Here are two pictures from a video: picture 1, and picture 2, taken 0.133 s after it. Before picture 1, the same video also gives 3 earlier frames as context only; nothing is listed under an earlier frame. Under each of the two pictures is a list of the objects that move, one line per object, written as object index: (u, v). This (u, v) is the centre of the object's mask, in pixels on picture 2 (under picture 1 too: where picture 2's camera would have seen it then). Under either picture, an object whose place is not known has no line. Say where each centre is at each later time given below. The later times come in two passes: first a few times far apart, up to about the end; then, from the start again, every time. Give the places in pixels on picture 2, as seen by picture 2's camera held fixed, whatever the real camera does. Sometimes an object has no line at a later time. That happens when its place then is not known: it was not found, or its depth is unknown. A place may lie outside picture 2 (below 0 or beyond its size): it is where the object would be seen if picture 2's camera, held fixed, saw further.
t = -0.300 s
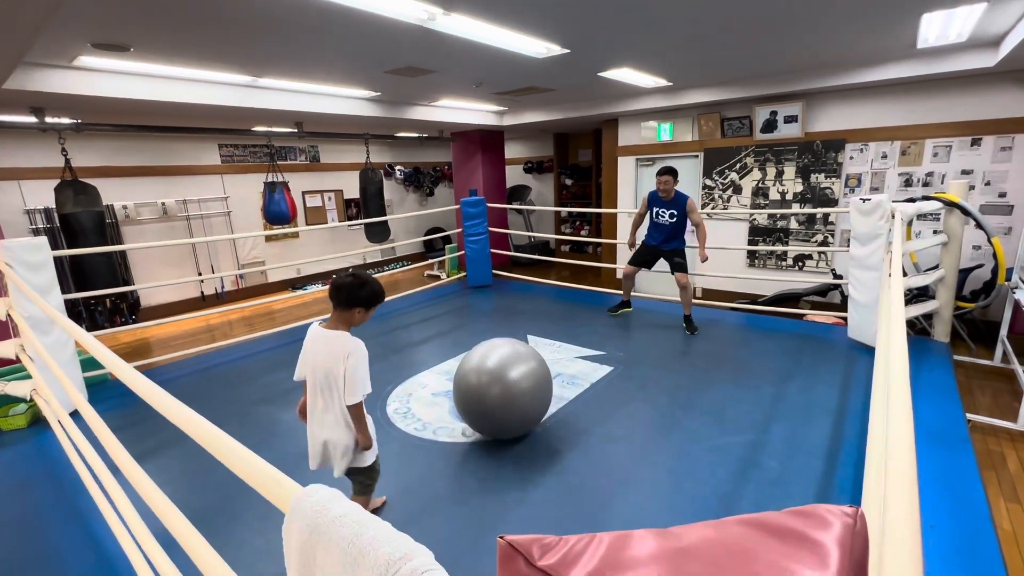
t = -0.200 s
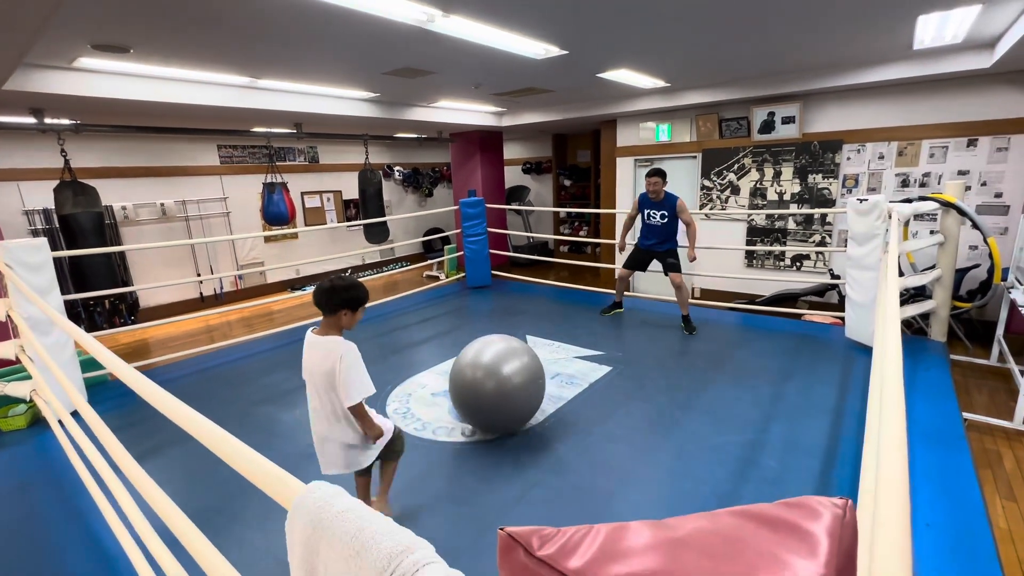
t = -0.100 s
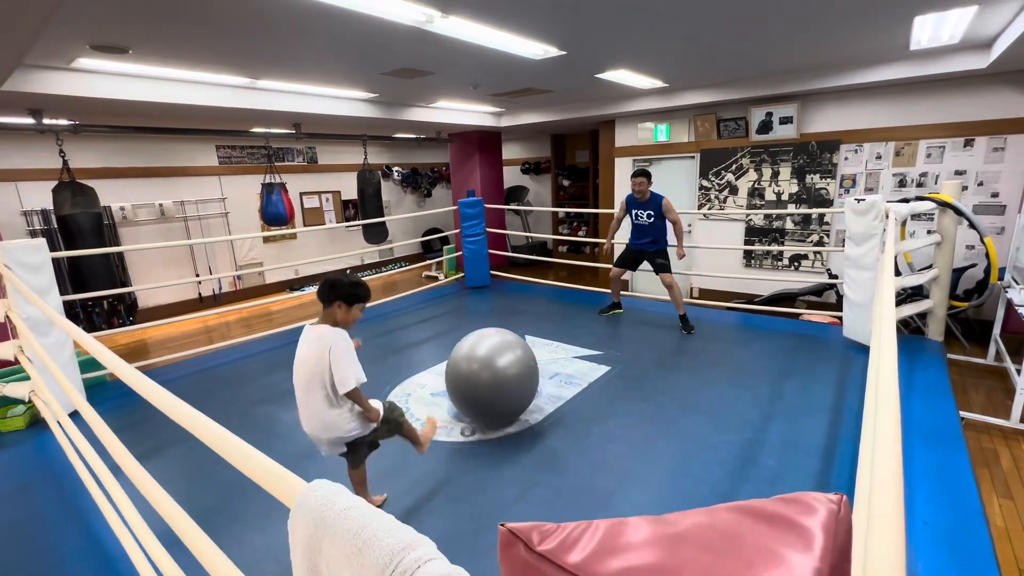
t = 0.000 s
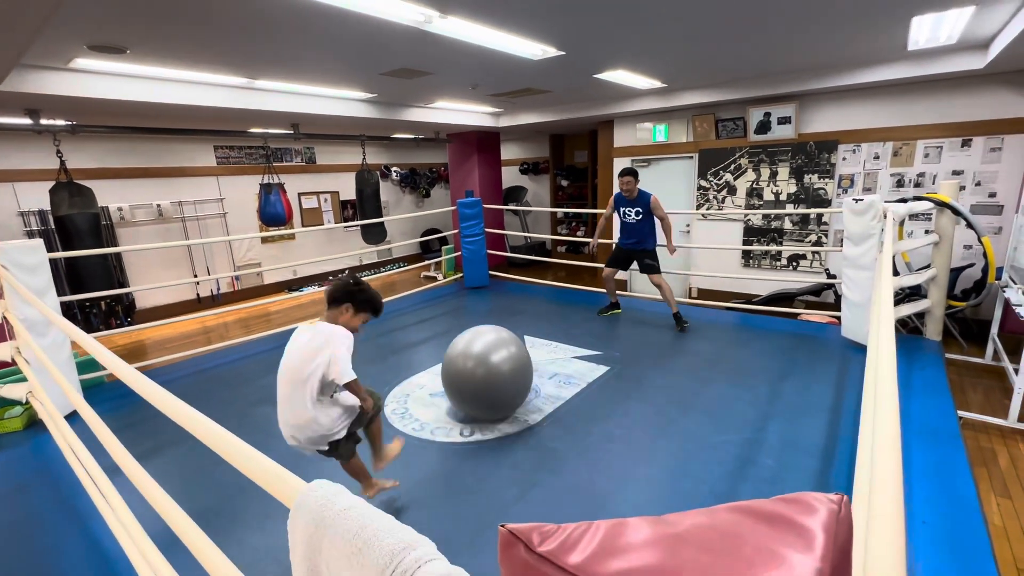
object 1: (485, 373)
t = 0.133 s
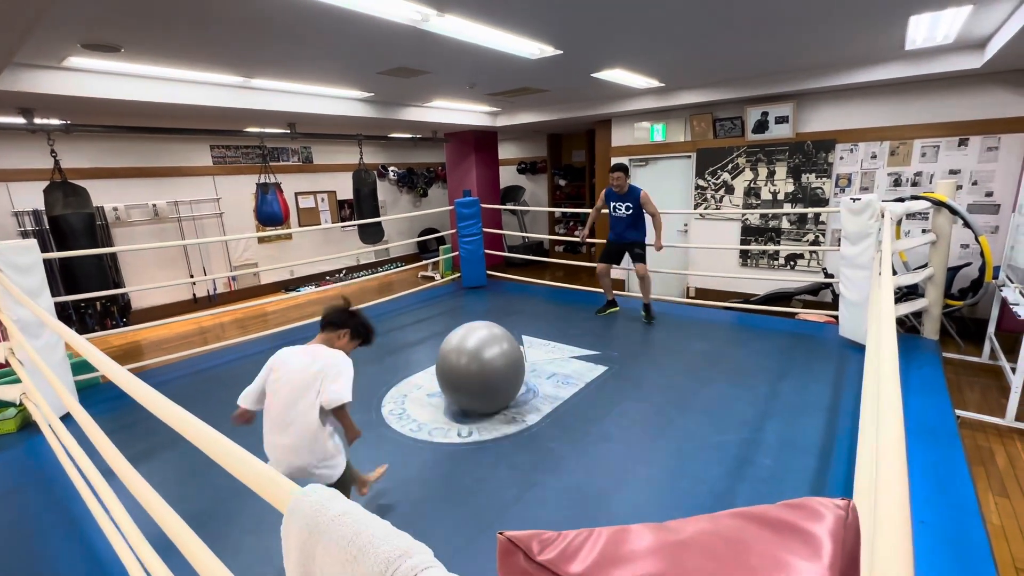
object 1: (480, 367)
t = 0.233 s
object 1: (477, 362)
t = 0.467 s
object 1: (472, 353)
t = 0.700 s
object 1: (469, 346)
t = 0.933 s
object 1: (469, 338)
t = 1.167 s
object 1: (470, 332)
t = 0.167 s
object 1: (479, 366)
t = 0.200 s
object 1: (478, 364)
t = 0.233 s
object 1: (477, 362)
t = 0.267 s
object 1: (477, 360)
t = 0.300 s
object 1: (476, 360)
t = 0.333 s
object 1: (475, 359)
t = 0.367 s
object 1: (474, 357)
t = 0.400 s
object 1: (474, 355)
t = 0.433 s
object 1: (473, 354)
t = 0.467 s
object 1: (472, 353)
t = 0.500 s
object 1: (472, 353)
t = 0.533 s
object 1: (471, 352)
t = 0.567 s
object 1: (471, 351)
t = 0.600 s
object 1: (470, 349)
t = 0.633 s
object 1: (470, 347)
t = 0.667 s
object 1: (470, 347)
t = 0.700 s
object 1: (469, 346)
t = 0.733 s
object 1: (469, 345)
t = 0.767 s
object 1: (469, 343)
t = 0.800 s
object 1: (469, 342)
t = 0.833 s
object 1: (469, 341)
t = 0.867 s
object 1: (469, 340)
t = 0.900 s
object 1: (469, 340)
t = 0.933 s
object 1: (469, 338)
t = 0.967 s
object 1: (469, 337)
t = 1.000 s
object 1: (469, 336)
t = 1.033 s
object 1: (469, 335)
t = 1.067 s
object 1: (470, 335)
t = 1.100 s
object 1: (470, 334)
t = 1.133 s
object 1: (470, 333)
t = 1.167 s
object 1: (470, 332)
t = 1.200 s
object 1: (471, 331)
